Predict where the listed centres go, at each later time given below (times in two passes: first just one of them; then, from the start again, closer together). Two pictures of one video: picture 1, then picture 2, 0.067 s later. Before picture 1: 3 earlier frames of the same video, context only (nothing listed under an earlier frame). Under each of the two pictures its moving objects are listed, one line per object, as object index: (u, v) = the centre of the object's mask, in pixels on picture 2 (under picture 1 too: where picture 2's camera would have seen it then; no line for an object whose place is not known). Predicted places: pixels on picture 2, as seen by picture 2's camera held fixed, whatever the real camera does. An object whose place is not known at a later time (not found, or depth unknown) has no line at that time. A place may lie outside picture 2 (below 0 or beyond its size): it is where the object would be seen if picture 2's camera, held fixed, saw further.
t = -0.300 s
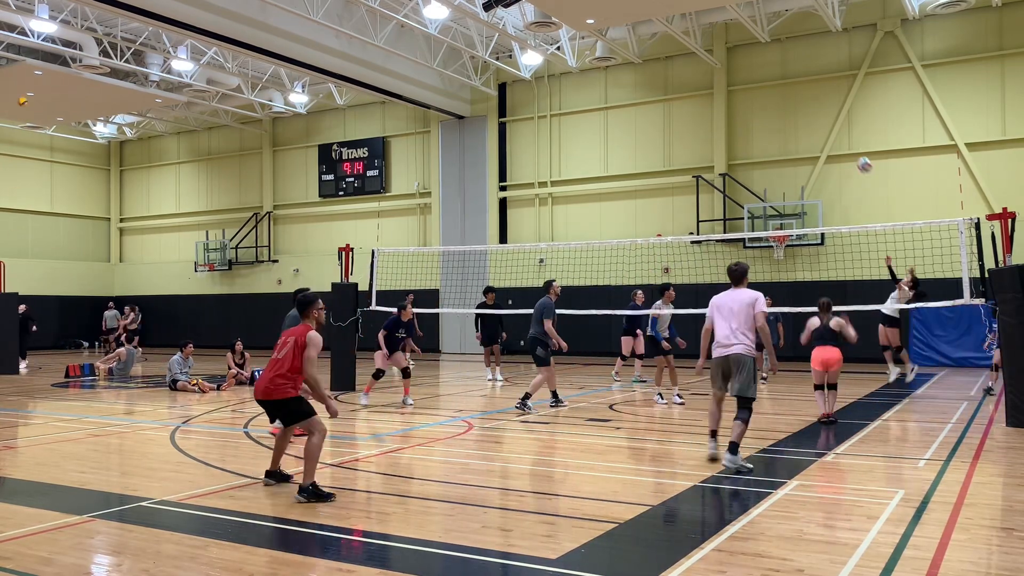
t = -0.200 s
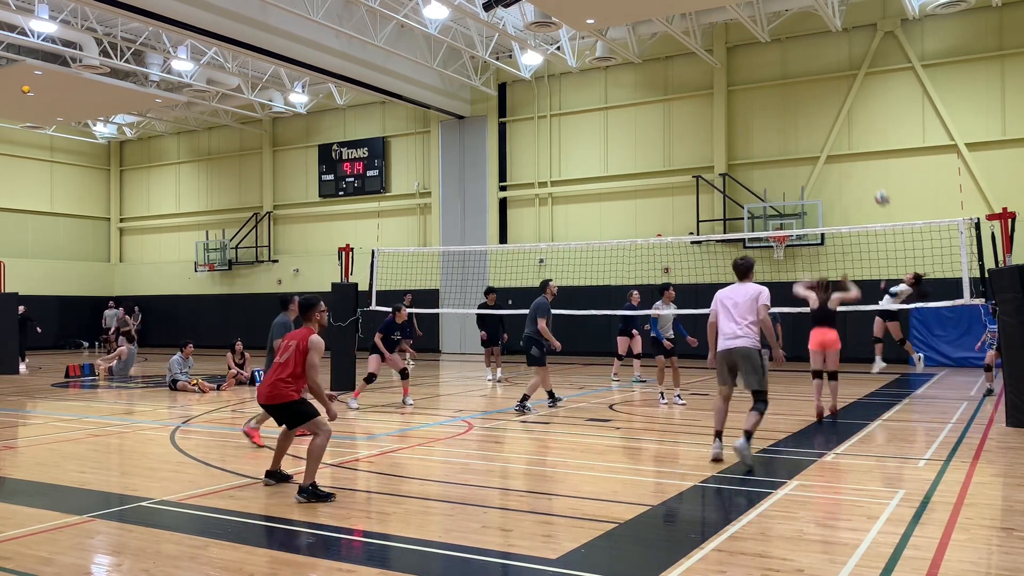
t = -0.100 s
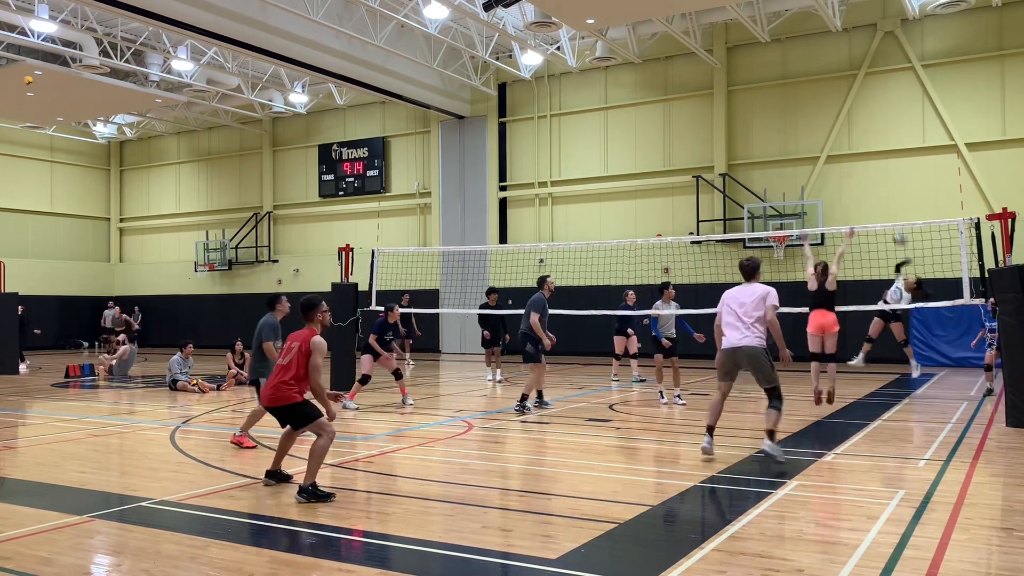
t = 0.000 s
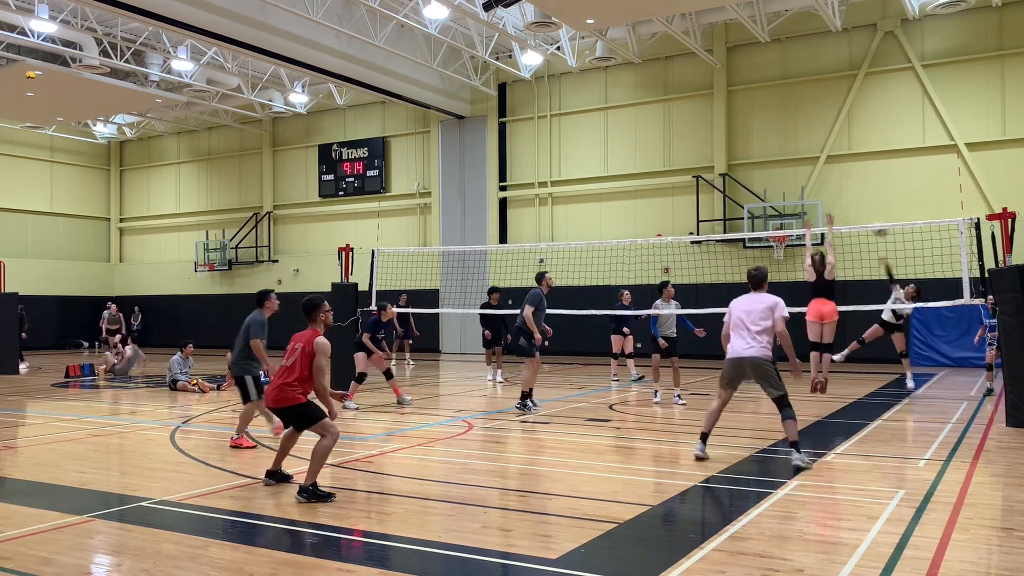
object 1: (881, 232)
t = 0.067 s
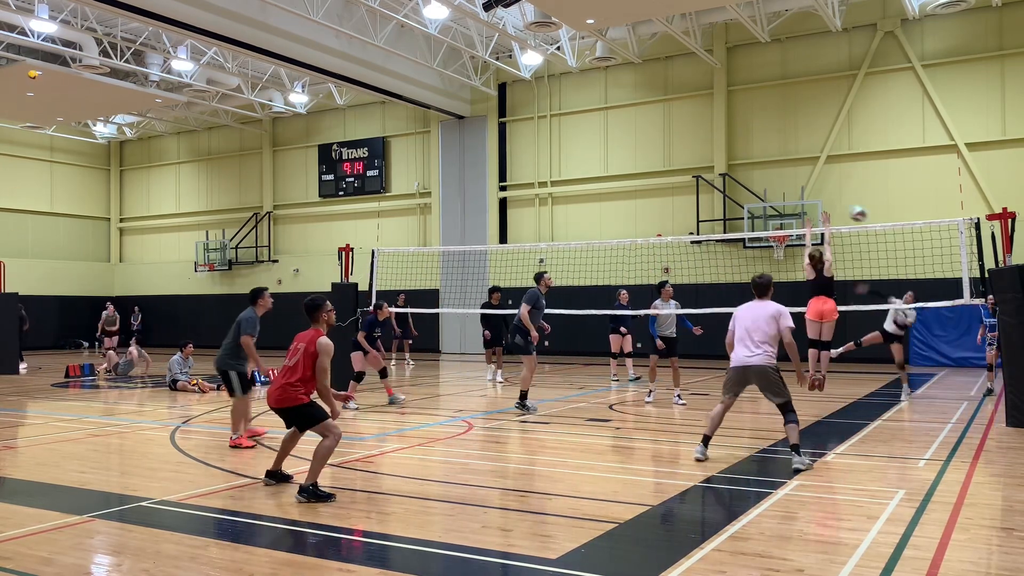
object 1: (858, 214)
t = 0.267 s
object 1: (783, 184)
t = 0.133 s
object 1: (835, 201)
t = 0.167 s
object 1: (822, 195)
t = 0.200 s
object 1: (809, 191)
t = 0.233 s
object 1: (795, 186)
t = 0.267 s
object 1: (783, 184)
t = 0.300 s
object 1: (767, 181)
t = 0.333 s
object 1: (751, 179)
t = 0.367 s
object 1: (735, 180)
